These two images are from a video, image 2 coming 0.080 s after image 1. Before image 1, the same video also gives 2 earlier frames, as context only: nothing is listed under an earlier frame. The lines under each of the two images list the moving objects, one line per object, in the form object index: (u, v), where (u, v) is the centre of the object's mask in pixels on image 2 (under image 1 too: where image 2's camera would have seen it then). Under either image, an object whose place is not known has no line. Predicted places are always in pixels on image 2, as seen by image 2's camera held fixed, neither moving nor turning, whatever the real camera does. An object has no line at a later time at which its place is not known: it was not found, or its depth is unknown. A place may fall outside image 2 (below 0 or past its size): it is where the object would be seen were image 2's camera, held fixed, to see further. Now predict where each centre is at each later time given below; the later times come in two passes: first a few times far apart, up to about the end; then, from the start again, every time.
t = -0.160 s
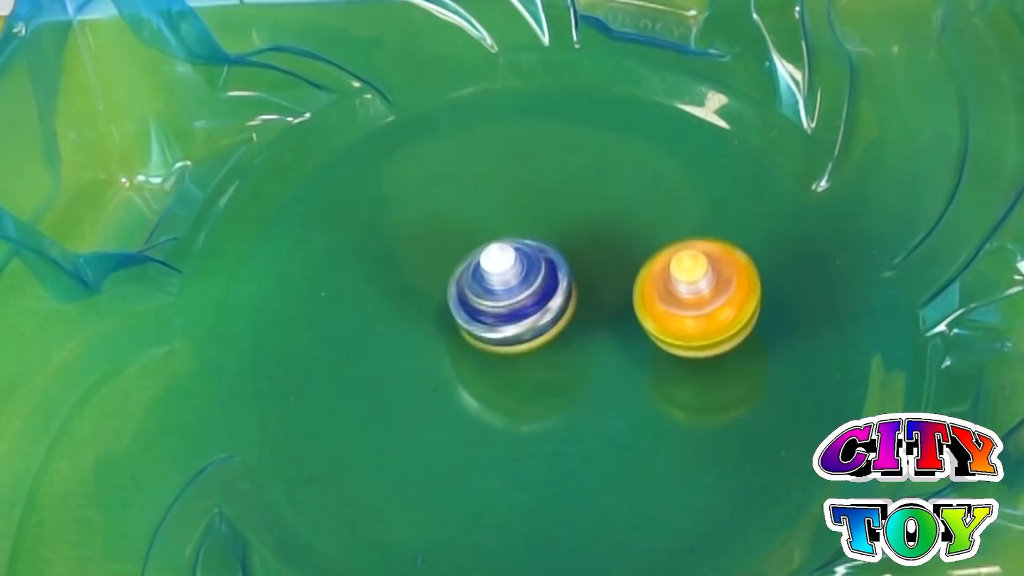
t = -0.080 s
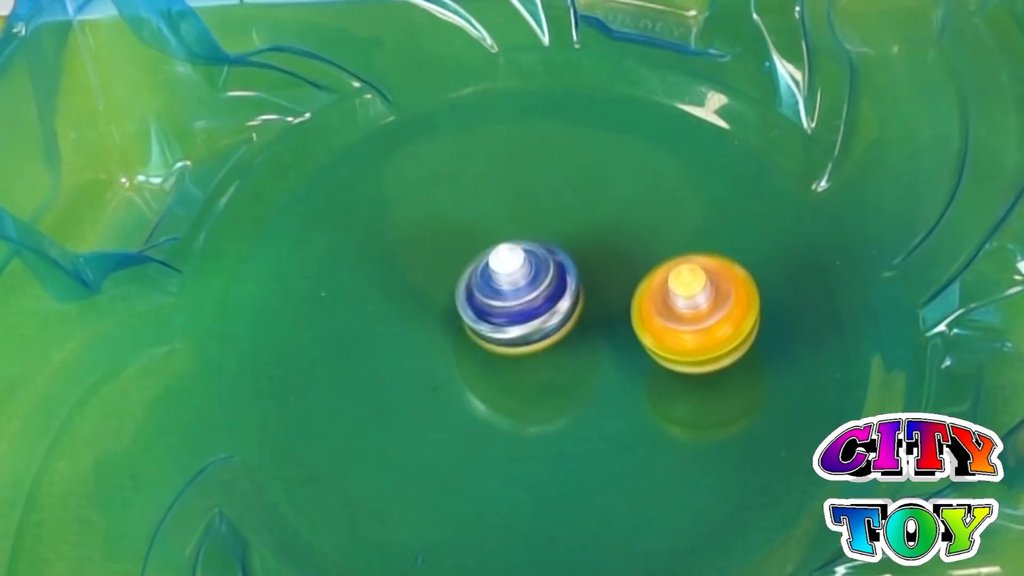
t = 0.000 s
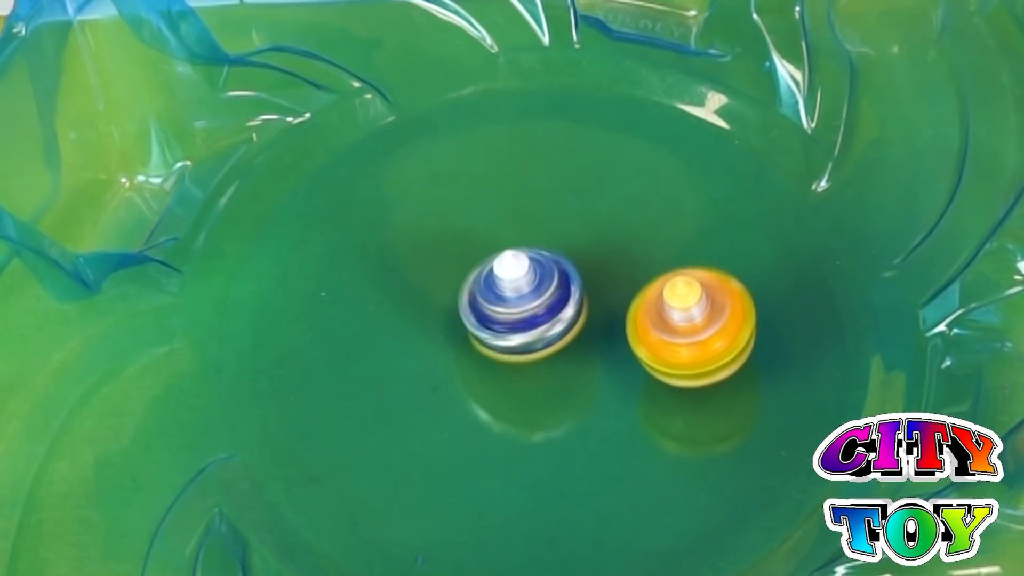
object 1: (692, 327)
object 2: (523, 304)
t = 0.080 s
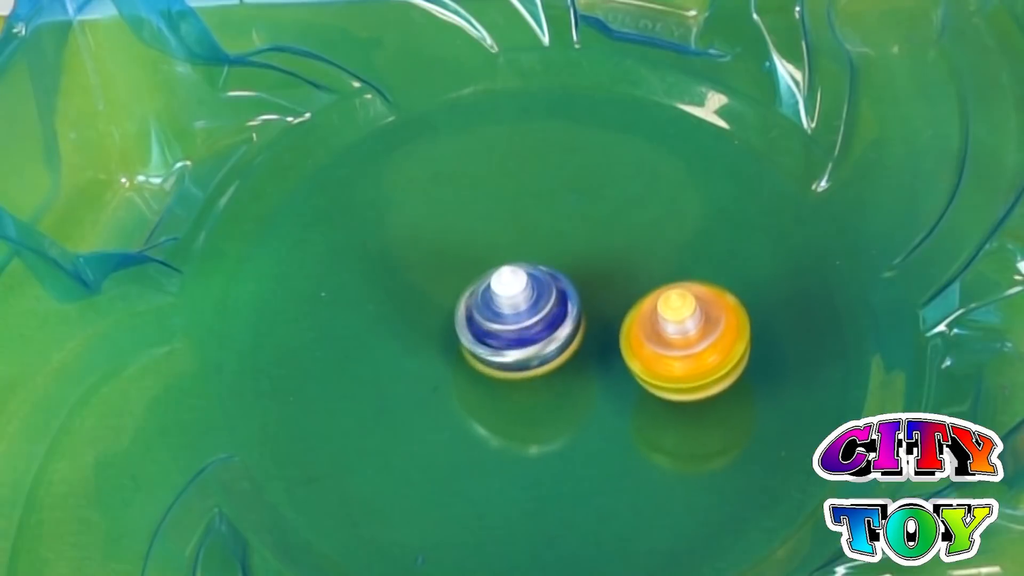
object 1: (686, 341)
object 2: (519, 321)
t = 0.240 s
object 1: (670, 370)
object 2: (515, 364)
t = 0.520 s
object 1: (656, 423)
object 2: (519, 334)
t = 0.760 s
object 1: (612, 443)
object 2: (531, 308)
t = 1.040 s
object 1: (553, 431)
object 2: (499, 319)
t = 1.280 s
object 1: (511, 412)
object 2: (509, 288)
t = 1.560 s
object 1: (468, 384)
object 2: (538, 280)
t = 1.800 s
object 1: (442, 356)
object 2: (558, 283)
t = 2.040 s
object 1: (352, 360)
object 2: (680, 214)
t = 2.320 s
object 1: (368, 329)
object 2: (655, 208)
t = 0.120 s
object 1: (683, 348)
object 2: (515, 333)
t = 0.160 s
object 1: (679, 356)
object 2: (510, 346)
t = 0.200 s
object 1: (675, 363)
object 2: (510, 356)
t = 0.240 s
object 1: (670, 370)
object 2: (515, 364)
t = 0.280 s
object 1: (664, 377)
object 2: (520, 369)
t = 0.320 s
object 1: (661, 385)
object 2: (524, 371)
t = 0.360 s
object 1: (666, 393)
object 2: (518, 367)
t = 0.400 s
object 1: (667, 402)
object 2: (513, 361)
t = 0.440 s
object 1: (664, 410)
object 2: (512, 354)
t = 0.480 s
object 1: (661, 417)
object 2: (515, 345)
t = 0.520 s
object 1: (656, 423)
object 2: (519, 334)
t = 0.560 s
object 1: (650, 428)
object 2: (526, 324)
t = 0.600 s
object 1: (643, 432)
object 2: (532, 317)
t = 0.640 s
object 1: (636, 436)
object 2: (534, 312)
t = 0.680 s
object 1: (629, 439)
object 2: (535, 310)
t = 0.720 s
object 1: (620, 441)
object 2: (535, 309)
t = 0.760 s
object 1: (612, 443)
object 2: (531, 308)
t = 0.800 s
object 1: (604, 443)
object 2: (527, 308)
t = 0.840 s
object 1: (595, 443)
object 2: (523, 310)
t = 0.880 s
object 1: (587, 443)
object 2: (517, 312)
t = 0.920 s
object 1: (578, 441)
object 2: (510, 314)
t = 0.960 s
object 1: (570, 439)
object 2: (505, 316)
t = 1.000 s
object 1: (561, 435)
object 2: (500, 318)
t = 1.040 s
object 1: (553, 431)
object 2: (499, 319)
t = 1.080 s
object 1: (546, 426)
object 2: (503, 320)
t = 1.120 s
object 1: (540, 422)
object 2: (507, 319)
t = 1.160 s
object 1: (533, 421)
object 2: (512, 314)
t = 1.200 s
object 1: (526, 421)
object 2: (512, 305)
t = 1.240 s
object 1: (518, 418)
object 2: (510, 296)
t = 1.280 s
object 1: (511, 412)
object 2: (509, 288)
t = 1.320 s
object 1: (505, 406)
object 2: (509, 285)
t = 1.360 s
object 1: (499, 400)
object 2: (512, 284)
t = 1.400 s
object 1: (495, 392)
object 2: (515, 287)
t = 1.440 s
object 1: (489, 389)
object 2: (523, 288)
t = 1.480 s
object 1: (481, 389)
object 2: (528, 285)
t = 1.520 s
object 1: (474, 387)
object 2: (534, 283)
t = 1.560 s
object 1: (468, 384)
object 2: (538, 280)
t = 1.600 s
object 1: (463, 380)
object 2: (543, 279)
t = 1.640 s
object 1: (460, 376)
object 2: (546, 279)
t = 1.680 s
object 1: (457, 371)
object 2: (549, 284)
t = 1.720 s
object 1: (455, 364)
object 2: (550, 286)
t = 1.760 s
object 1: (453, 357)
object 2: (549, 287)
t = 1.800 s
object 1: (442, 356)
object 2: (558, 283)
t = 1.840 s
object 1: (411, 366)
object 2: (589, 263)
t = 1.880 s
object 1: (388, 369)
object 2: (618, 250)
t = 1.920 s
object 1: (374, 369)
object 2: (640, 238)
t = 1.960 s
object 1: (364, 366)
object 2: (658, 228)
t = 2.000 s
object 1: (357, 364)
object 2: (671, 221)
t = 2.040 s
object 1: (352, 360)
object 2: (680, 214)
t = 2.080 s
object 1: (349, 357)
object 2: (686, 208)
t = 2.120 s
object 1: (348, 352)
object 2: (688, 205)
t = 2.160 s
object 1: (349, 347)
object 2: (686, 202)
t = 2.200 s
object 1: (352, 343)
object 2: (682, 201)
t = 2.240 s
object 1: (356, 338)
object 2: (674, 201)
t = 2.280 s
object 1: (361, 333)
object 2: (666, 204)
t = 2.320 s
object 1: (368, 329)
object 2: (655, 208)
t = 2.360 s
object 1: (376, 324)
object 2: (644, 214)
